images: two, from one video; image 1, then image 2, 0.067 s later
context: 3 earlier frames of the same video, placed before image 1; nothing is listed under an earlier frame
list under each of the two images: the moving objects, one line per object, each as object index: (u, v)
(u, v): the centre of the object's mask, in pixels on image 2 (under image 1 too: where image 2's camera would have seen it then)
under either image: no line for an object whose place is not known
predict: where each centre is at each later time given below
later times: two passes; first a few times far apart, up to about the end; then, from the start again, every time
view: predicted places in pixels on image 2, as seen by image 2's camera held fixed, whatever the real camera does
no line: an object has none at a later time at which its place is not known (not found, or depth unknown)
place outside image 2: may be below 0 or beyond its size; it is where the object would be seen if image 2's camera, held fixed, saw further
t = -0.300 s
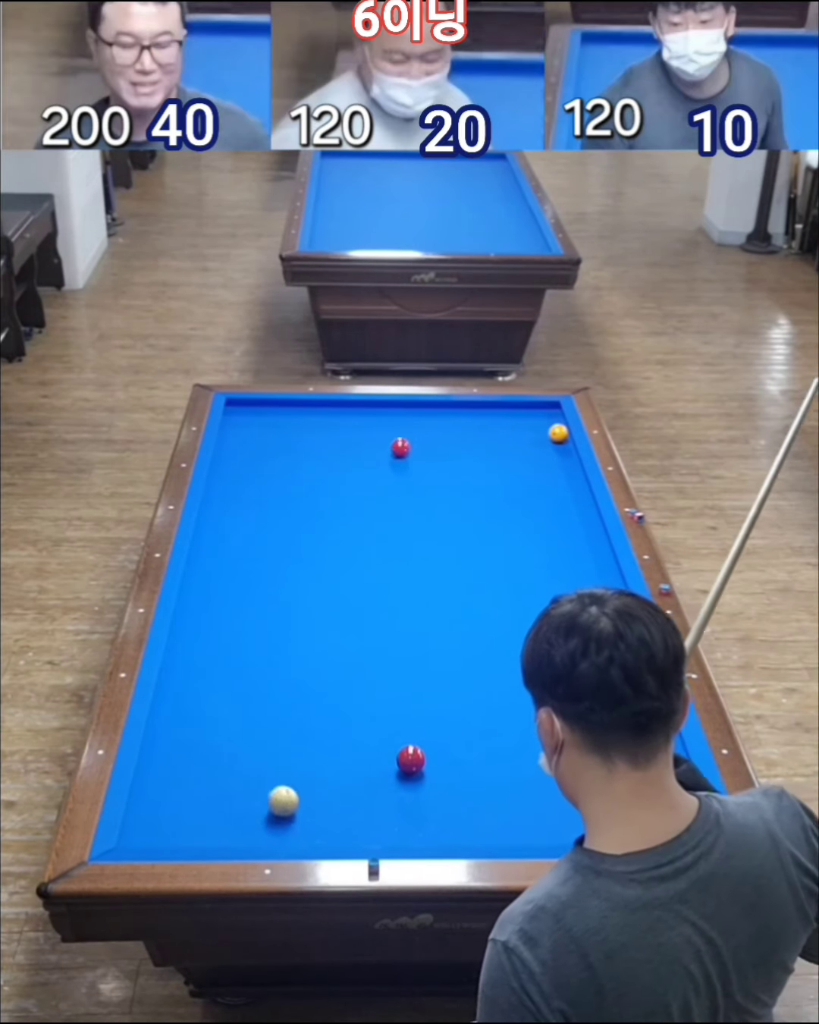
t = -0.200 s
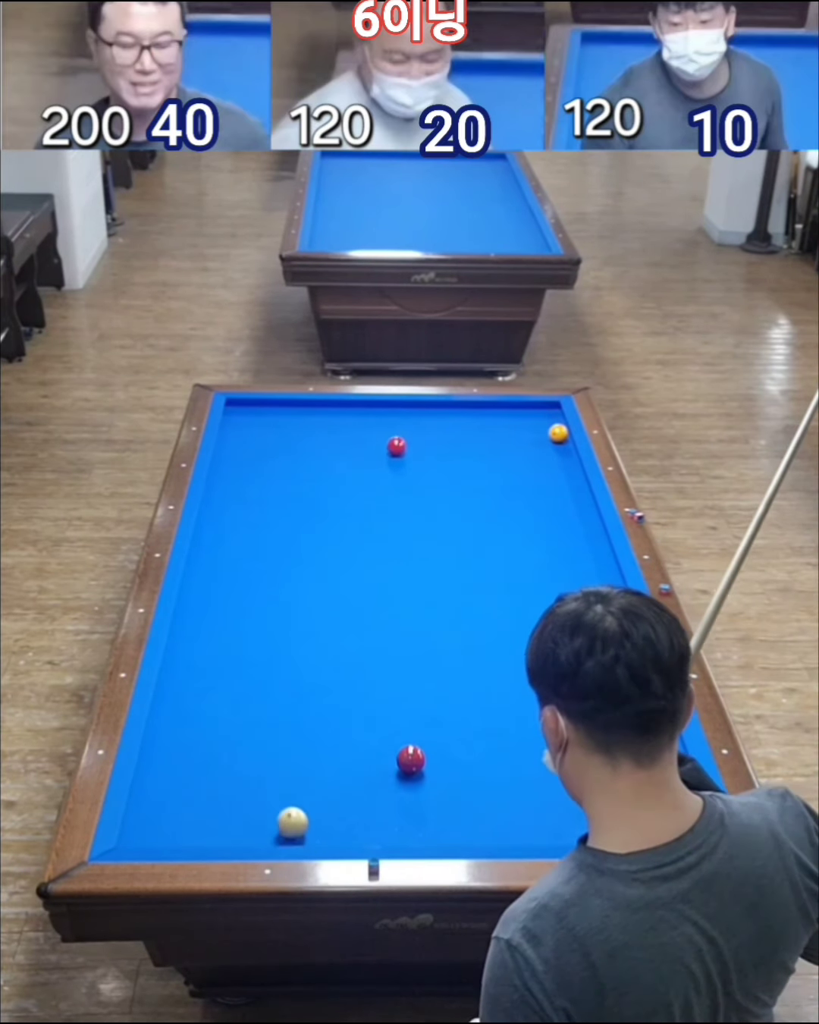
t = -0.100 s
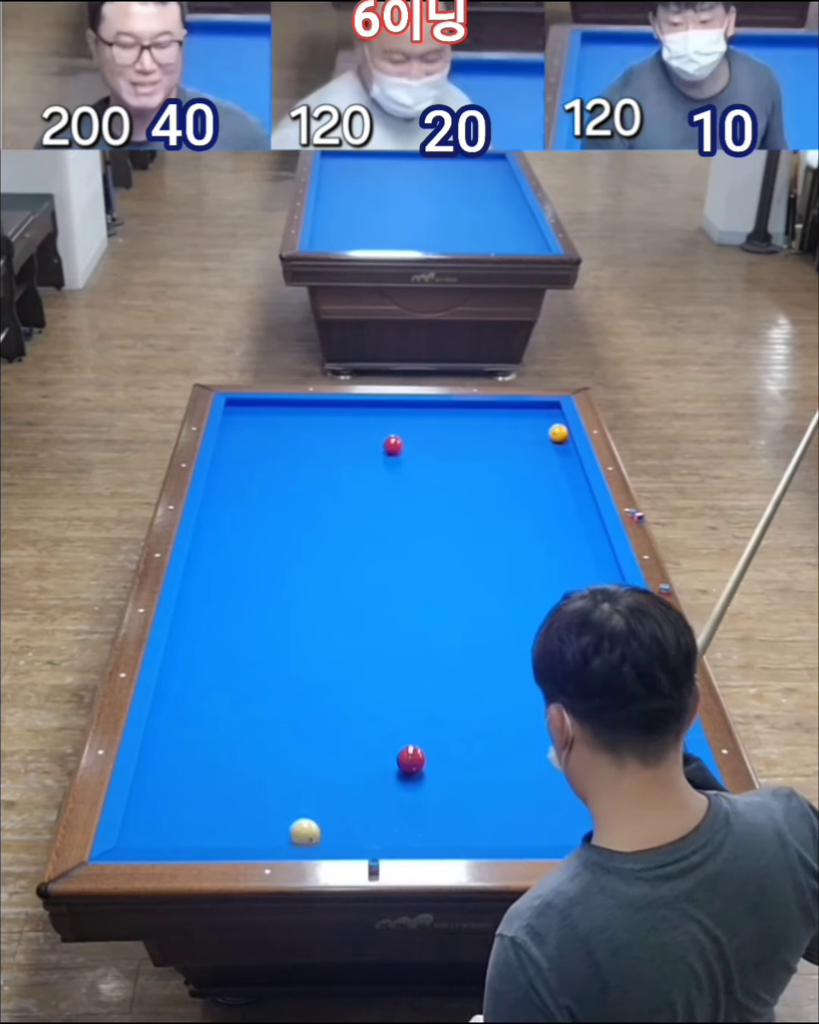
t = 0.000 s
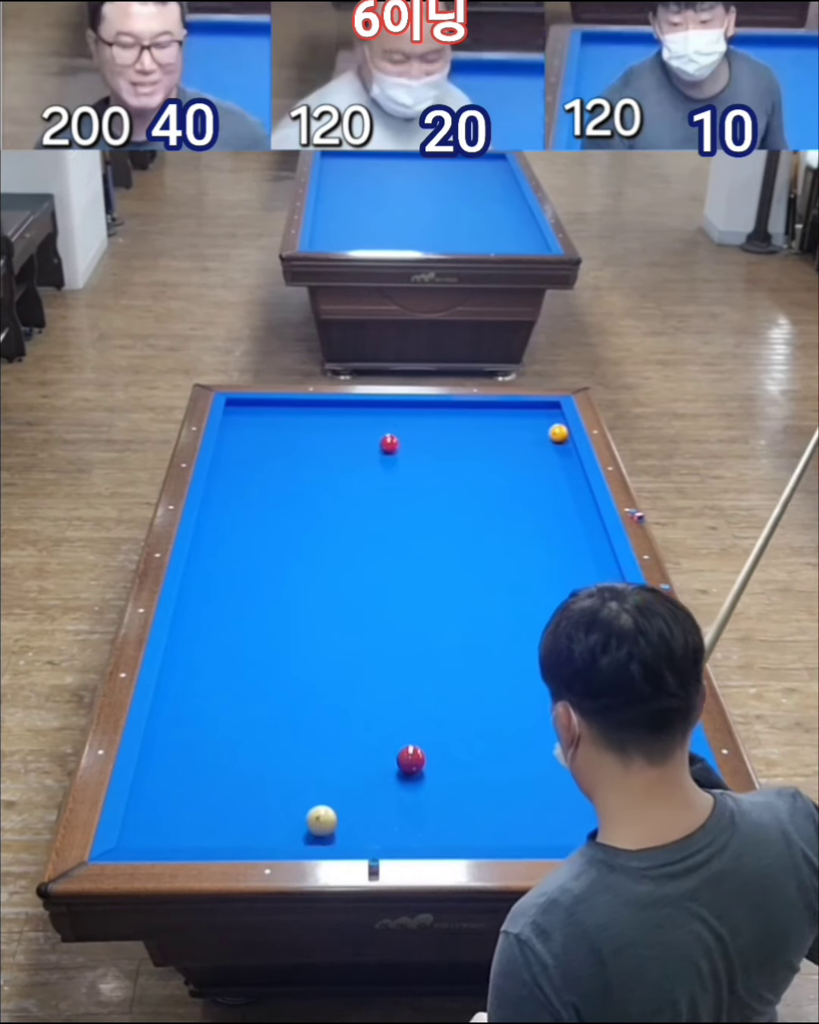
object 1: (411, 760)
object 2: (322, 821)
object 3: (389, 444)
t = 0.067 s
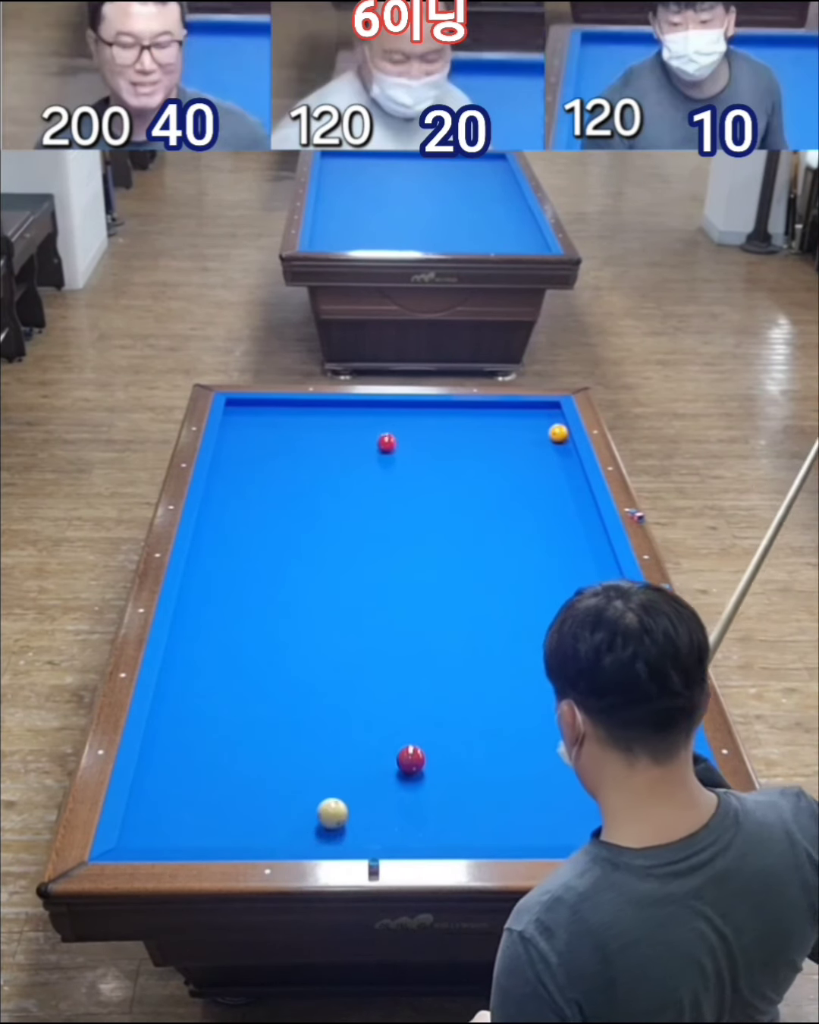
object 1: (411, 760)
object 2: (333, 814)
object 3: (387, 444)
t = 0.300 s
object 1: (411, 760)
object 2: (369, 790)
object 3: (379, 441)
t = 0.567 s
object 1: (422, 753)
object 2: (394, 772)
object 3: (371, 438)
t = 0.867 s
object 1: (448, 737)
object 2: (402, 765)
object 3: (363, 435)
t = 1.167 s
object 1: (472, 721)
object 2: (408, 759)
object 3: (355, 433)
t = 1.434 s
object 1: (491, 710)
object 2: (413, 755)
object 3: (350, 430)
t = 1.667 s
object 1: (519, 692)
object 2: (420, 750)
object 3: (342, 428)
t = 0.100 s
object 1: (411, 760)
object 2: (338, 810)
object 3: (386, 443)
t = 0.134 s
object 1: (411, 760)
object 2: (343, 806)
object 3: (385, 443)
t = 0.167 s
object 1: (411, 760)
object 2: (348, 803)
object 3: (384, 442)
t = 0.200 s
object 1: (411, 760)
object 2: (354, 800)
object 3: (382, 442)
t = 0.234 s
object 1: (411, 760)
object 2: (359, 796)
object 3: (381, 442)
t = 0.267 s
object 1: (411, 760)
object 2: (364, 793)
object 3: (380, 441)
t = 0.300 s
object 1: (411, 760)
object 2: (369, 790)
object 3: (379, 441)
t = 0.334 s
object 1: (411, 760)
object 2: (373, 786)
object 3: (378, 441)
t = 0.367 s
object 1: (411, 760)
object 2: (378, 783)
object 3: (377, 440)
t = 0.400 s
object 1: (411, 760)
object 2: (383, 779)
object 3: (376, 440)
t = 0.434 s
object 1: (411, 760)
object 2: (387, 776)
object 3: (375, 440)
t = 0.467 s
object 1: (413, 759)
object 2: (392, 774)
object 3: (374, 439)
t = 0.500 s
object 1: (416, 757)
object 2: (392, 773)
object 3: (373, 439)
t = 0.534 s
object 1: (419, 755)
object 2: (393, 772)
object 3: (372, 439)
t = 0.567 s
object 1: (422, 753)
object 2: (394, 772)
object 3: (371, 438)
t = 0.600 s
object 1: (425, 751)
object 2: (395, 771)
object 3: (370, 438)
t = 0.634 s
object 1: (428, 749)
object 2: (396, 770)
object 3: (369, 438)
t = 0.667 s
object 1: (431, 748)
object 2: (397, 769)
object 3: (368, 437)
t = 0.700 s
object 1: (434, 746)
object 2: (397, 769)
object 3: (367, 437)
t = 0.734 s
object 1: (436, 744)
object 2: (398, 768)
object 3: (366, 436)
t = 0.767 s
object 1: (439, 743)
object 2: (399, 767)
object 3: (365, 436)
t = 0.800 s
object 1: (442, 740)
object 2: (400, 766)
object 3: (364, 436)
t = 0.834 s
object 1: (445, 738)
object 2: (401, 766)
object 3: (363, 435)
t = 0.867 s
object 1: (448, 737)
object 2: (402, 765)
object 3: (363, 435)
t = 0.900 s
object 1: (451, 734)
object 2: (402, 764)
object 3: (362, 435)
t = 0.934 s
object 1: (453, 733)
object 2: (403, 763)
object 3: (361, 435)
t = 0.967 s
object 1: (456, 732)
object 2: (404, 763)
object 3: (360, 434)
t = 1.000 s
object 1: (459, 729)
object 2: (405, 762)
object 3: (359, 434)
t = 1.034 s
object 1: (461, 728)
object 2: (405, 762)
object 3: (359, 434)
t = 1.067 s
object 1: (464, 727)
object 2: (406, 761)
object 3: (358, 433)
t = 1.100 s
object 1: (466, 725)
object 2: (407, 760)
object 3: (357, 433)
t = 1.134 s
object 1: (469, 723)
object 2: (408, 760)
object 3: (356, 433)
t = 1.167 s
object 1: (472, 721)
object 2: (408, 759)
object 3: (355, 433)
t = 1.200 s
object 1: (474, 720)
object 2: (409, 759)
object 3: (354, 432)
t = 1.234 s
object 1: (477, 719)
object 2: (409, 758)
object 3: (354, 432)
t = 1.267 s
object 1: (479, 717)
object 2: (410, 757)
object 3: (353, 432)
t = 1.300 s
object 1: (482, 716)
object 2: (411, 757)
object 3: (352, 431)
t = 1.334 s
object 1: (484, 714)
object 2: (412, 757)
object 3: (352, 431)
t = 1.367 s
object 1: (486, 713)
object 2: (412, 756)
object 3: (351, 431)
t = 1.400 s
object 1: (489, 712)
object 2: (413, 755)
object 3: (350, 431)
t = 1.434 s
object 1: (491, 710)
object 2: (413, 755)
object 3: (350, 430)
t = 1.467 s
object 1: (494, 709)
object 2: (414, 754)
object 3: (349, 430)
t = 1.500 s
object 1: (496, 707)
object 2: (414, 754)
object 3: (348, 430)
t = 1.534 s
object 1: (498, 706)
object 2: (415, 753)
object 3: (348, 430)
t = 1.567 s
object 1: (500, 704)
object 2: (415, 753)
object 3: (347, 429)
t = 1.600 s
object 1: (502, 703)
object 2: (416, 752)
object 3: (346, 429)
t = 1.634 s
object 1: (511, 697)
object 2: (418, 750)
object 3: (344, 429)
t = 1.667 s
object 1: (519, 692)
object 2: (420, 750)
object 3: (342, 428)
